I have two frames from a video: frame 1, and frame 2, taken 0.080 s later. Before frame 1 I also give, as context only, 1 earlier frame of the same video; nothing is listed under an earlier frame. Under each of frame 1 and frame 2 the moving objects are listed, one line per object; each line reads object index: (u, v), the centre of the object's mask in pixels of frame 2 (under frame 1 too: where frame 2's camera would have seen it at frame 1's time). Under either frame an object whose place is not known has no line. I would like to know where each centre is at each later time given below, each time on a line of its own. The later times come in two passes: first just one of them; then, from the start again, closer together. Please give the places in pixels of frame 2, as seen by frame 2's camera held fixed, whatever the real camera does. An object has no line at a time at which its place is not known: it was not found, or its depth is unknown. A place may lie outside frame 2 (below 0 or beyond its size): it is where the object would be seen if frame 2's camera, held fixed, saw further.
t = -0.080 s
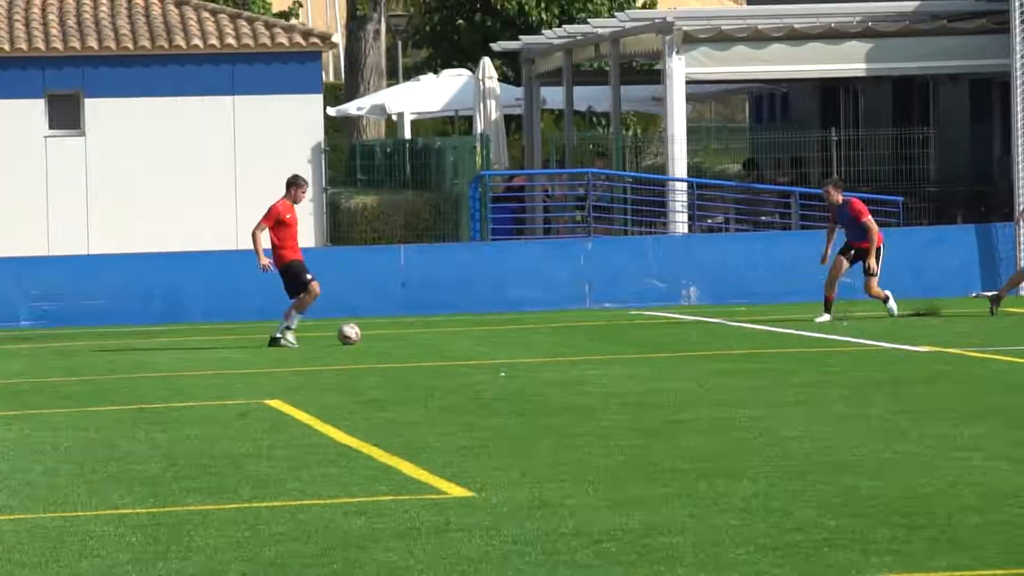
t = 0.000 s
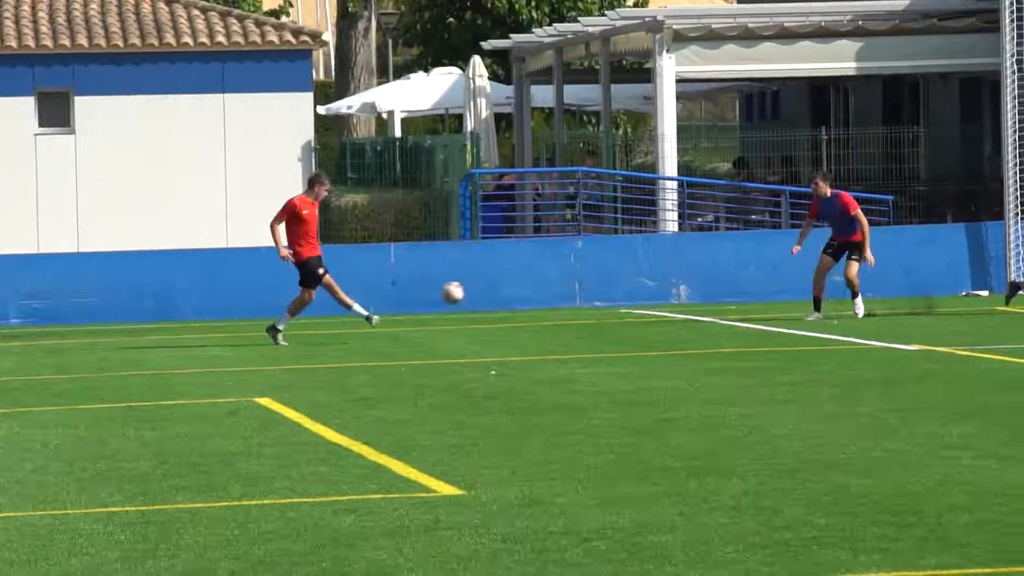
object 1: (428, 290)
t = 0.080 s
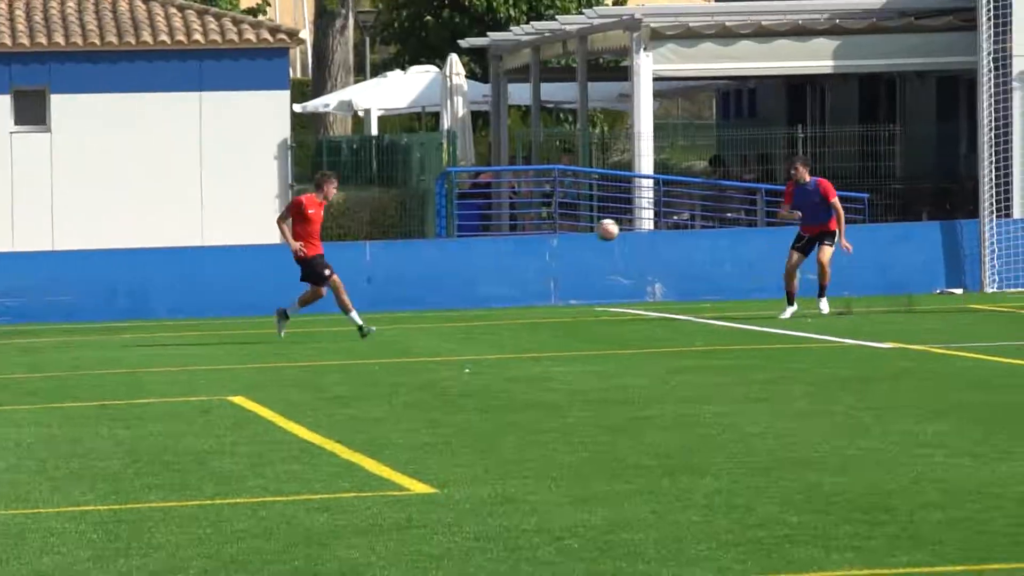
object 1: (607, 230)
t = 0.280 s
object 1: (1034, 96)
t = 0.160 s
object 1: (780, 174)
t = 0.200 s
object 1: (865, 148)
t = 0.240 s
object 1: (950, 122)
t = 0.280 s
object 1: (1034, 96)
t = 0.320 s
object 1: (1120, 70)
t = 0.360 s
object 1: (1207, 44)
